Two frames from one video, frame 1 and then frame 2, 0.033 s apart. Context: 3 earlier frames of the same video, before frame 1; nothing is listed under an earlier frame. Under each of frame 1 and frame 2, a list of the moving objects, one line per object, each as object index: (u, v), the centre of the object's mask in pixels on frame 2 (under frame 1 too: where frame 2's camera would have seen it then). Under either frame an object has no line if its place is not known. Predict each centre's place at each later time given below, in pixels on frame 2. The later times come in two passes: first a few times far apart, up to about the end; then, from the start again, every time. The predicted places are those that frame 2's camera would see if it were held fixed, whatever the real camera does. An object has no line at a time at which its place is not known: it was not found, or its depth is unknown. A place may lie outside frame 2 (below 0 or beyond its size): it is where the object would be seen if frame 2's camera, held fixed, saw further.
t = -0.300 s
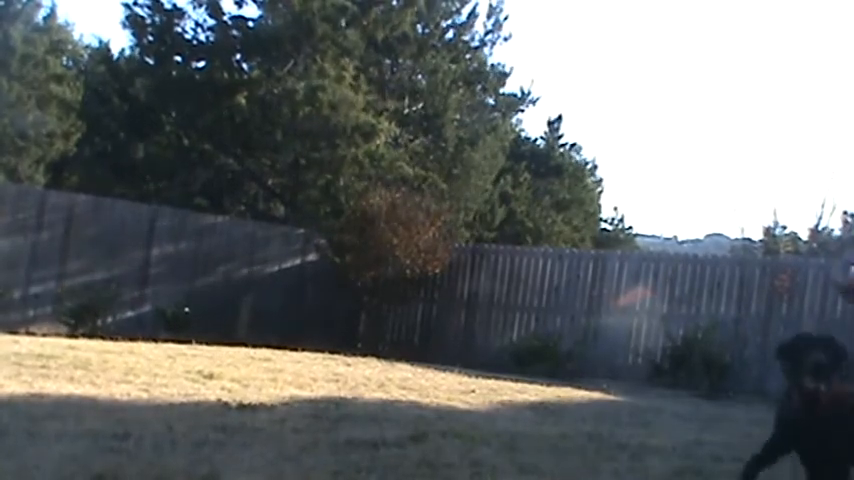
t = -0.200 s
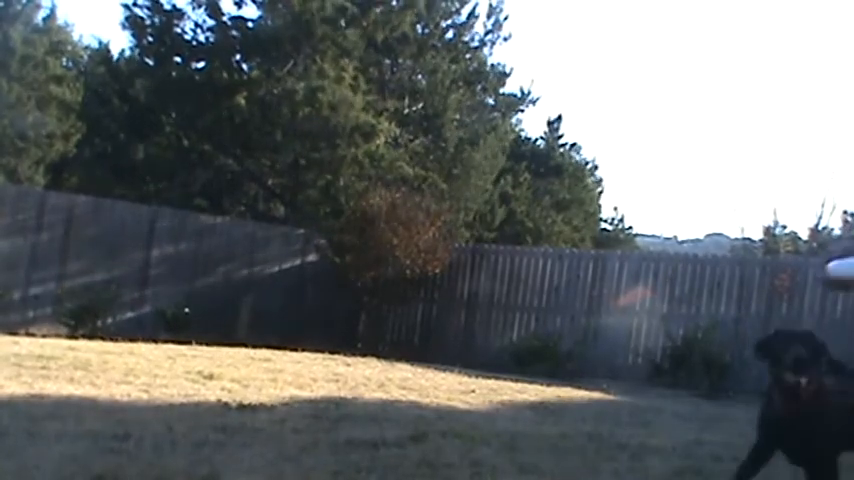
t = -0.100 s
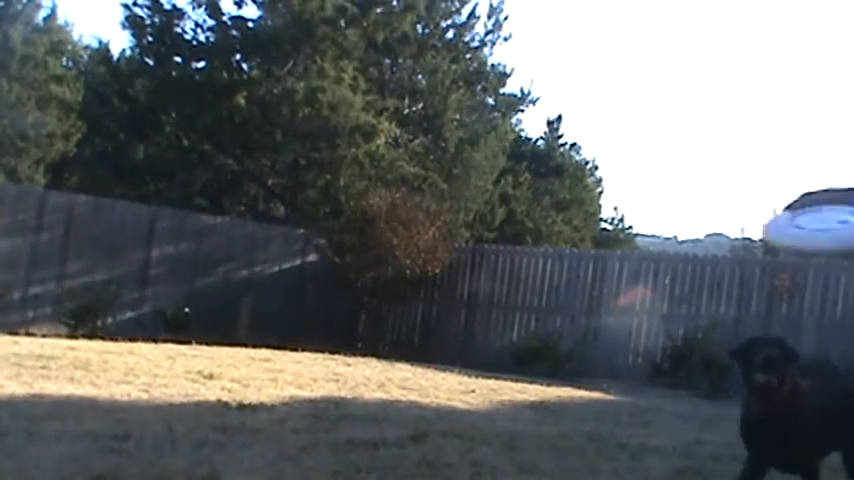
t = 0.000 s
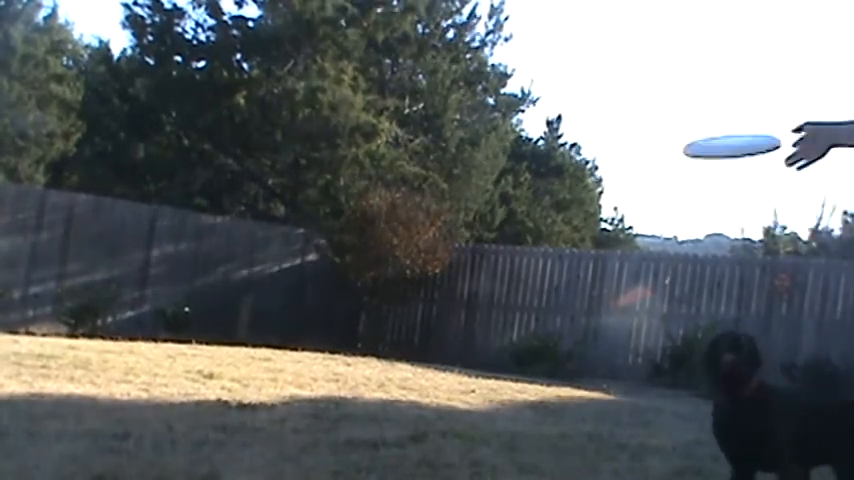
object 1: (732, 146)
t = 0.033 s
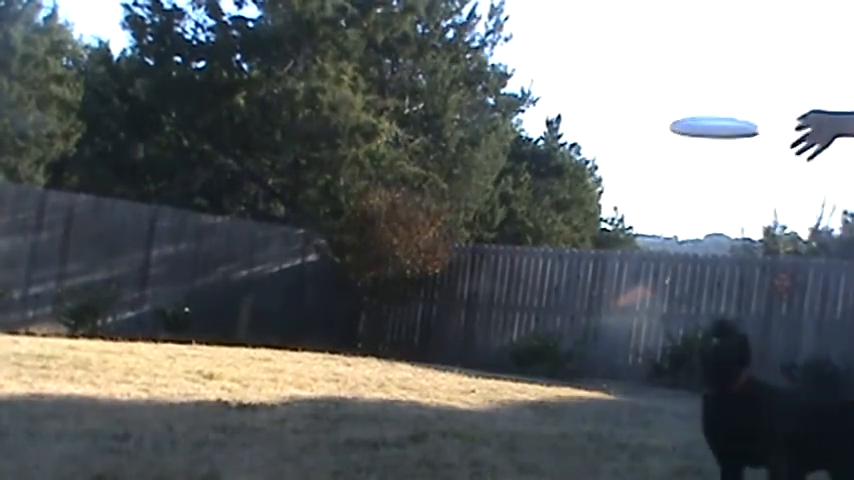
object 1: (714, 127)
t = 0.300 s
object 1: (627, 79)
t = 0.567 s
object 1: (571, 81)
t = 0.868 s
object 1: (512, 102)
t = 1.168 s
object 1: (449, 122)
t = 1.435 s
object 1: (377, 128)
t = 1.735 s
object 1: (274, 136)
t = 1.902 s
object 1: (213, 167)
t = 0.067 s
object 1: (700, 114)
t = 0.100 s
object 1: (687, 102)
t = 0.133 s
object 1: (674, 93)
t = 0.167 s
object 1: (663, 88)
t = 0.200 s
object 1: (654, 85)
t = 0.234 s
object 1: (645, 82)
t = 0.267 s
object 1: (635, 80)
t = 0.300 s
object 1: (627, 79)
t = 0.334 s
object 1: (620, 77)
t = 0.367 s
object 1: (612, 75)
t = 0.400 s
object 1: (604, 72)
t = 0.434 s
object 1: (597, 71)
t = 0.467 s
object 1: (591, 72)
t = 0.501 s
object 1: (583, 74)
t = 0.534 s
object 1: (577, 77)
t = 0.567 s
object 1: (571, 81)
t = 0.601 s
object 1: (564, 86)
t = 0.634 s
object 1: (557, 90)
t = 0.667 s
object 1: (551, 94)
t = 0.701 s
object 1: (544, 99)
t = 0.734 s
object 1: (537, 100)
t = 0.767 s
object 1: (532, 100)
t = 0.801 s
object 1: (525, 101)
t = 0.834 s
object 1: (519, 101)
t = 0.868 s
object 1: (512, 102)
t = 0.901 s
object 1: (504, 102)
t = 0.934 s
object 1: (500, 104)
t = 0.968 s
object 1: (493, 107)
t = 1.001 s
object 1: (486, 110)
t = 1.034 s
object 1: (479, 113)
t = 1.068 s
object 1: (472, 116)
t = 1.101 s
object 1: (464, 118)
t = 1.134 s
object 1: (457, 120)
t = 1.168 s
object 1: (449, 122)
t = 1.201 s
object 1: (441, 124)
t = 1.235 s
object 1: (432, 126)
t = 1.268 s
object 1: (424, 128)
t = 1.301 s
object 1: (416, 129)
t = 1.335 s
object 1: (407, 129)
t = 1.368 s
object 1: (397, 129)
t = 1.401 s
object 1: (387, 129)
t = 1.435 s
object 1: (377, 128)
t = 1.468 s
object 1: (366, 126)
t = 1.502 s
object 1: (354, 125)
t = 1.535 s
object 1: (343, 125)
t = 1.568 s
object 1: (332, 125)
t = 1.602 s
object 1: (320, 126)
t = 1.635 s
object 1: (309, 127)
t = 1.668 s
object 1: (297, 129)
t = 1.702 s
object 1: (285, 132)
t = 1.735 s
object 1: (274, 136)
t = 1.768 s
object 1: (261, 141)
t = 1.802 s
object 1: (250, 146)
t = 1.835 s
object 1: (238, 152)
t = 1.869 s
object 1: (226, 159)
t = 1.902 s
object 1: (213, 167)
